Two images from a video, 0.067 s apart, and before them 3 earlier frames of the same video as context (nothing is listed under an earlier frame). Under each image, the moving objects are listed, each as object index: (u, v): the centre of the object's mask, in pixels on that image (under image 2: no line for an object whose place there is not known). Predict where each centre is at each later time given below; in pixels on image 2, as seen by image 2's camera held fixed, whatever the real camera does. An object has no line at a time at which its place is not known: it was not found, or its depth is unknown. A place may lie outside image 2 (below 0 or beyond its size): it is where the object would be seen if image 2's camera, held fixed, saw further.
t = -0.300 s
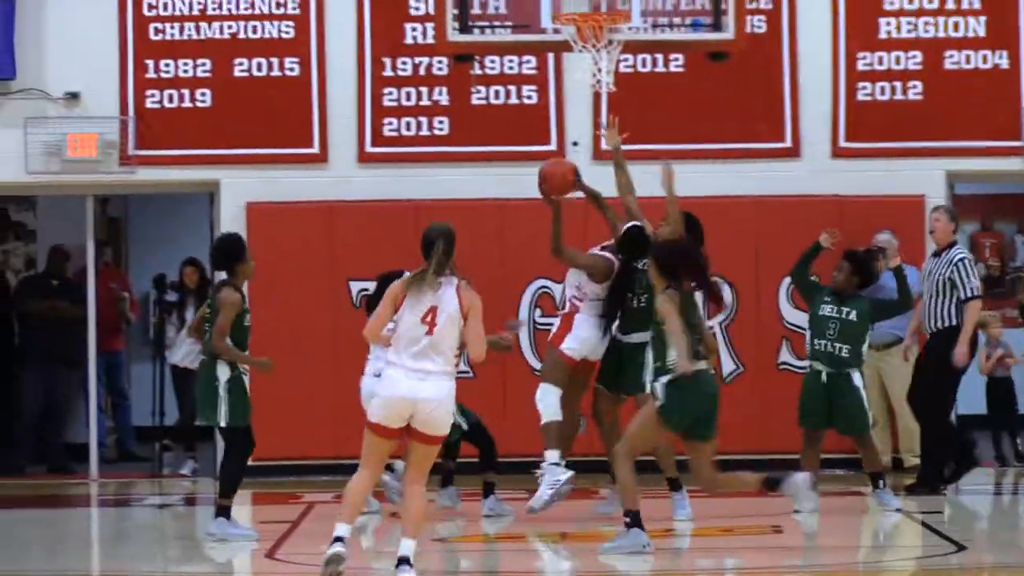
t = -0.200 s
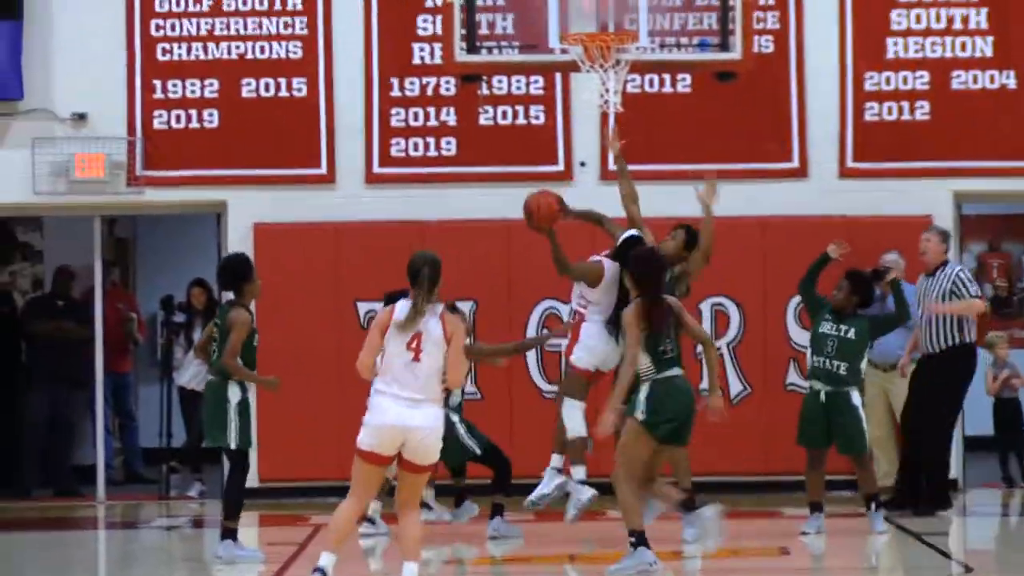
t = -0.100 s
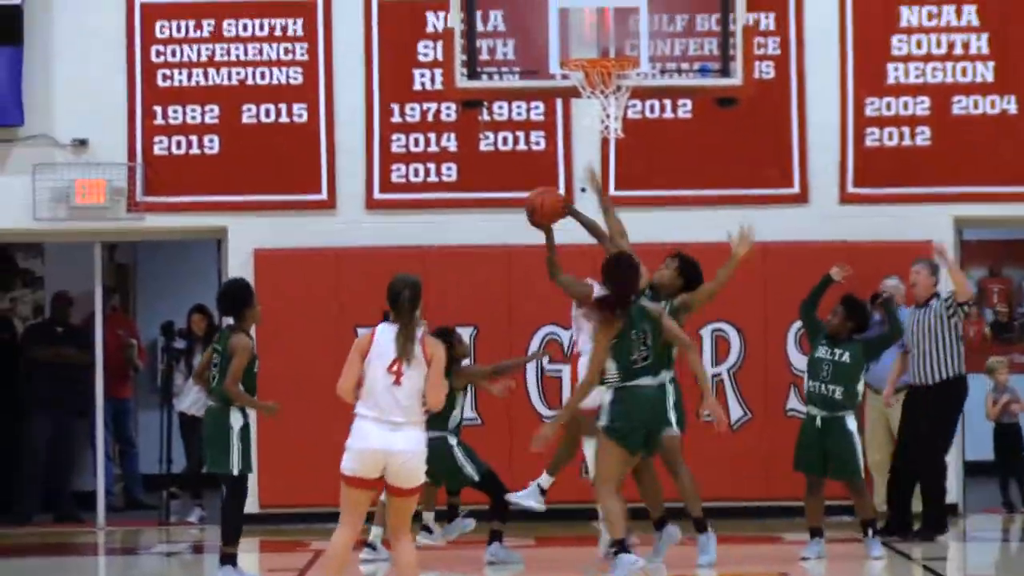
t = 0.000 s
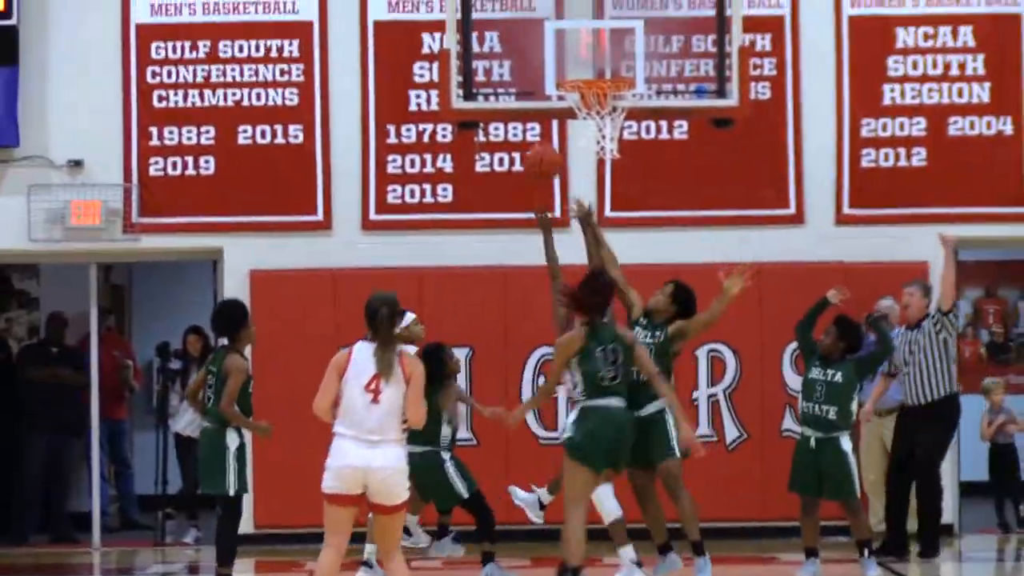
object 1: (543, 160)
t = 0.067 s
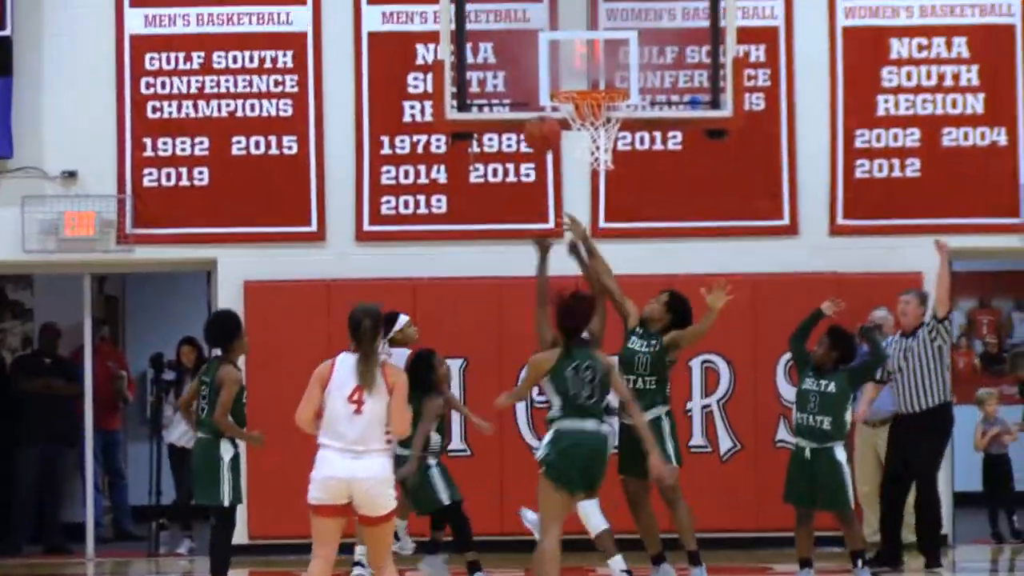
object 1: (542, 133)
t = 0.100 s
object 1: (546, 112)
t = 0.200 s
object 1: (554, 76)
